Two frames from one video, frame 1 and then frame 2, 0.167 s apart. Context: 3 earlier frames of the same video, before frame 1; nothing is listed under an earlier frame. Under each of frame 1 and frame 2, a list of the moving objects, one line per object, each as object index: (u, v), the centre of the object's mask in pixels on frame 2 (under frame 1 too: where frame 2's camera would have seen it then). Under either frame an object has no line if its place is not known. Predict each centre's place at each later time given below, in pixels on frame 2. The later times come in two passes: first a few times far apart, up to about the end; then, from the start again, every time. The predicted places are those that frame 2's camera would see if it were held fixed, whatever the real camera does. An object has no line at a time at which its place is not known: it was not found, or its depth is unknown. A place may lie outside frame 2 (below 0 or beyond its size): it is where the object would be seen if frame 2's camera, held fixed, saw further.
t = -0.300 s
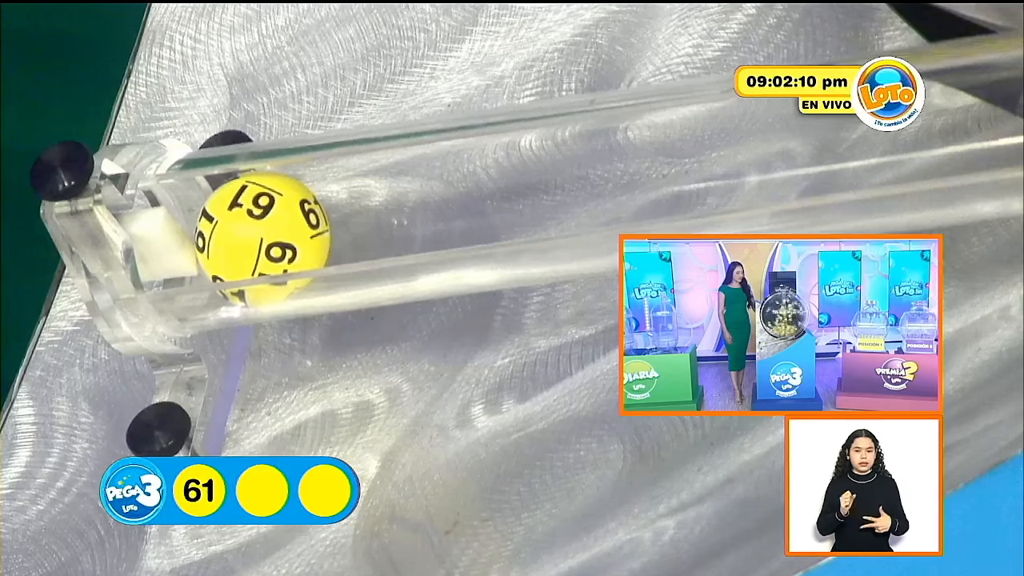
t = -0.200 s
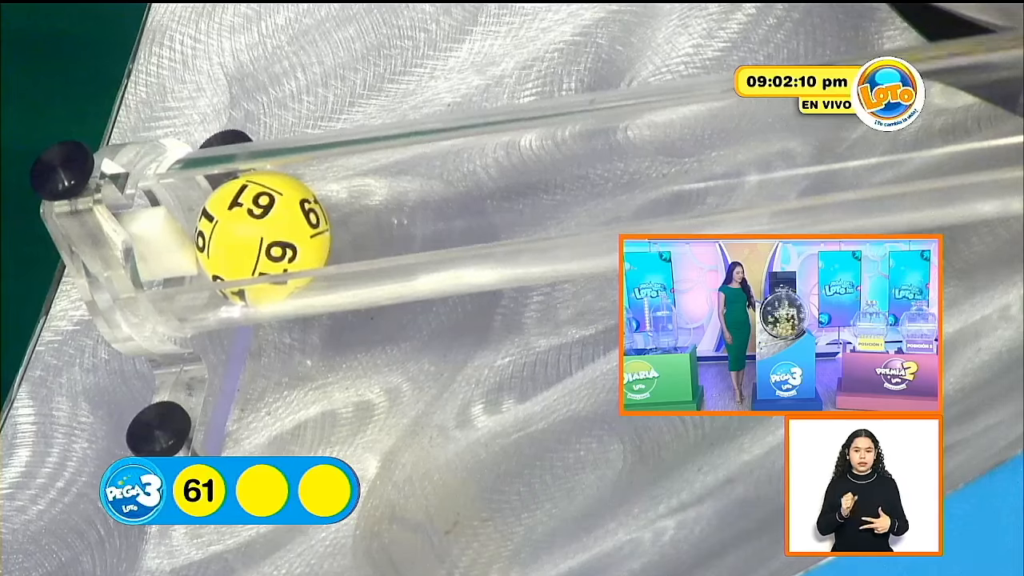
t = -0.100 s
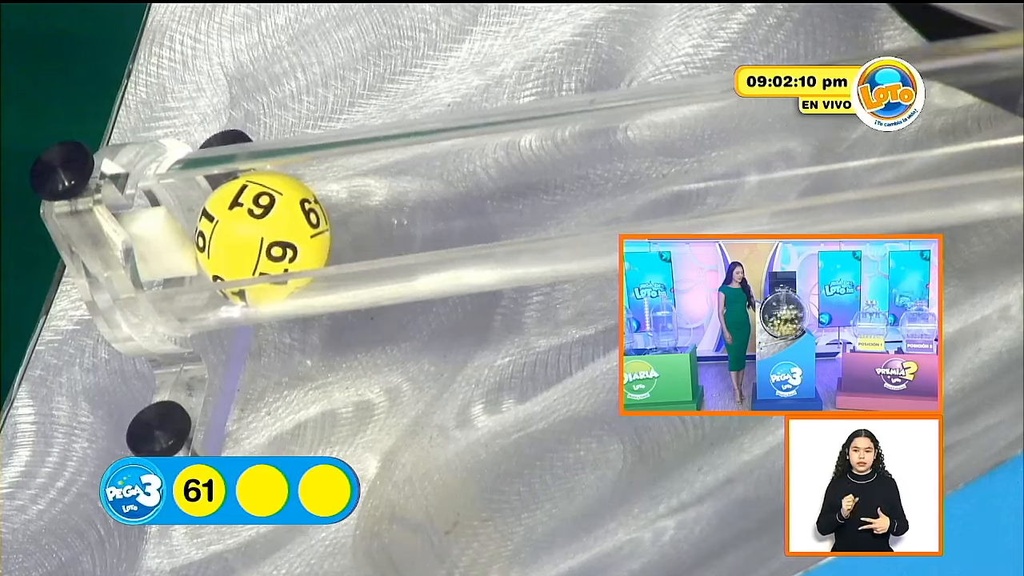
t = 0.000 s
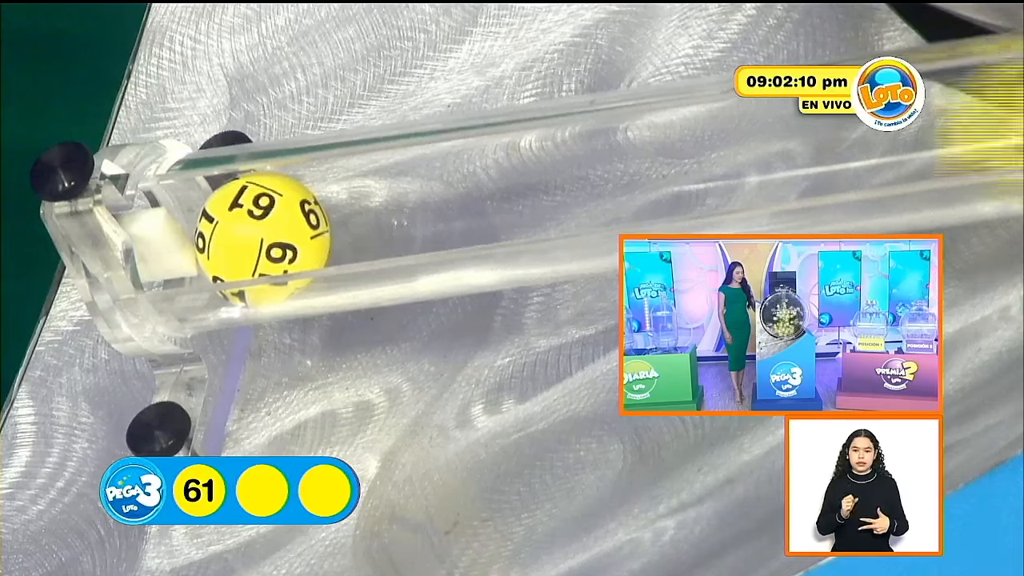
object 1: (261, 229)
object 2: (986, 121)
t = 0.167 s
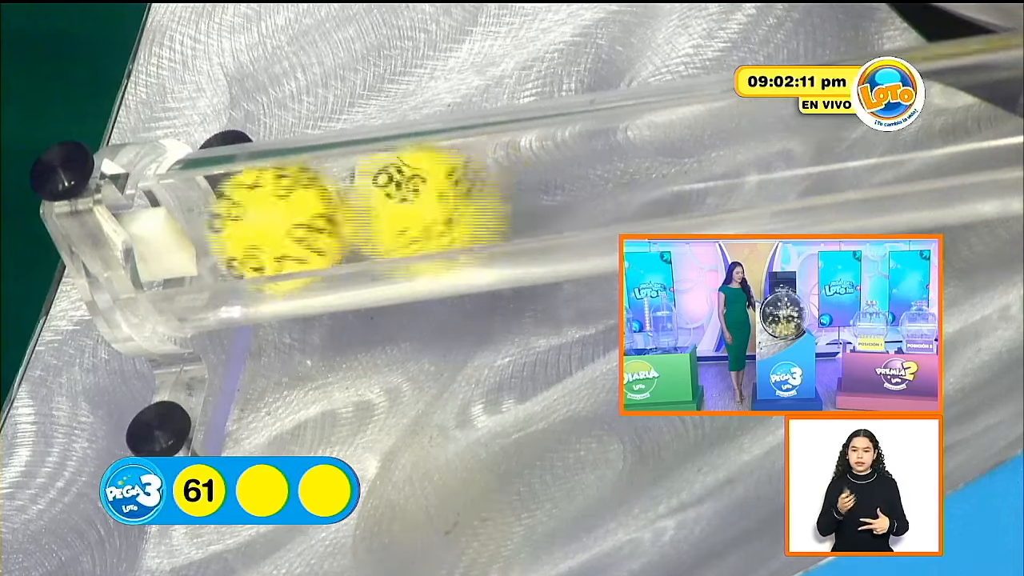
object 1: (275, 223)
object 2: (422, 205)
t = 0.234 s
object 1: (291, 222)
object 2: (495, 197)
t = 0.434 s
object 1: (262, 228)
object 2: (415, 224)
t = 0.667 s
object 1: (256, 228)
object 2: (379, 220)
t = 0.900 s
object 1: (256, 228)
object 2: (378, 213)
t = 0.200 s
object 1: (290, 222)
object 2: (463, 205)
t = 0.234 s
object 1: (291, 222)
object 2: (495, 197)
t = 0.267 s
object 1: (289, 223)
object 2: (502, 208)
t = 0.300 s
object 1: (282, 225)
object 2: (499, 211)
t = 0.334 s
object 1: (274, 225)
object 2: (487, 211)
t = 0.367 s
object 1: (264, 228)
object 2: (458, 219)
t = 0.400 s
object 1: (262, 228)
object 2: (440, 222)
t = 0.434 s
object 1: (262, 228)
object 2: (415, 224)
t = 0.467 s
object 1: (259, 229)
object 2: (393, 229)
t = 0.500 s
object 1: (263, 227)
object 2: (387, 211)
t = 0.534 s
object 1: (261, 228)
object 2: (387, 211)
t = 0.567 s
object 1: (258, 228)
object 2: (372, 225)
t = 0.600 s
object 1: (257, 228)
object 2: (378, 213)
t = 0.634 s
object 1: (256, 229)
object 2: (378, 222)
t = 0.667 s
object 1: (256, 228)
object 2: (379, 220)
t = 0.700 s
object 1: (256, 228)
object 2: (378, 213)
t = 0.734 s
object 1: (256, 228)
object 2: (377, 213)
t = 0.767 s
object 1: (256, 228)
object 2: (377, 213)
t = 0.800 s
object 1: (256, 228)
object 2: (378, 213)
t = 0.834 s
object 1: (256, 229)
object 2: (378, 213)
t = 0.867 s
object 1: (256, 228)
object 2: (378, 213)
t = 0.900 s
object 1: (256, 228)
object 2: (378, 213)
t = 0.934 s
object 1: (256, 228)
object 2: (378, 213)
